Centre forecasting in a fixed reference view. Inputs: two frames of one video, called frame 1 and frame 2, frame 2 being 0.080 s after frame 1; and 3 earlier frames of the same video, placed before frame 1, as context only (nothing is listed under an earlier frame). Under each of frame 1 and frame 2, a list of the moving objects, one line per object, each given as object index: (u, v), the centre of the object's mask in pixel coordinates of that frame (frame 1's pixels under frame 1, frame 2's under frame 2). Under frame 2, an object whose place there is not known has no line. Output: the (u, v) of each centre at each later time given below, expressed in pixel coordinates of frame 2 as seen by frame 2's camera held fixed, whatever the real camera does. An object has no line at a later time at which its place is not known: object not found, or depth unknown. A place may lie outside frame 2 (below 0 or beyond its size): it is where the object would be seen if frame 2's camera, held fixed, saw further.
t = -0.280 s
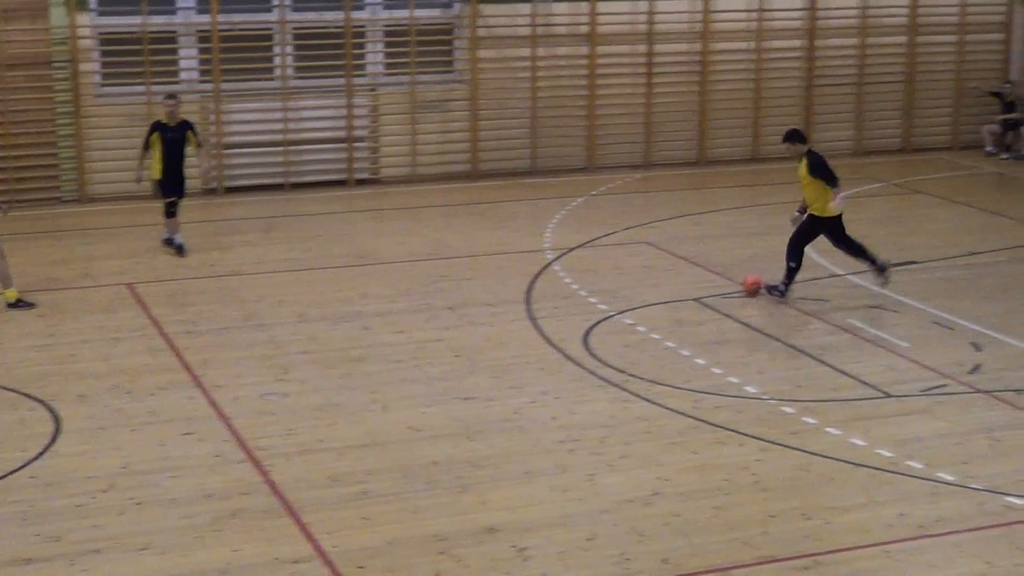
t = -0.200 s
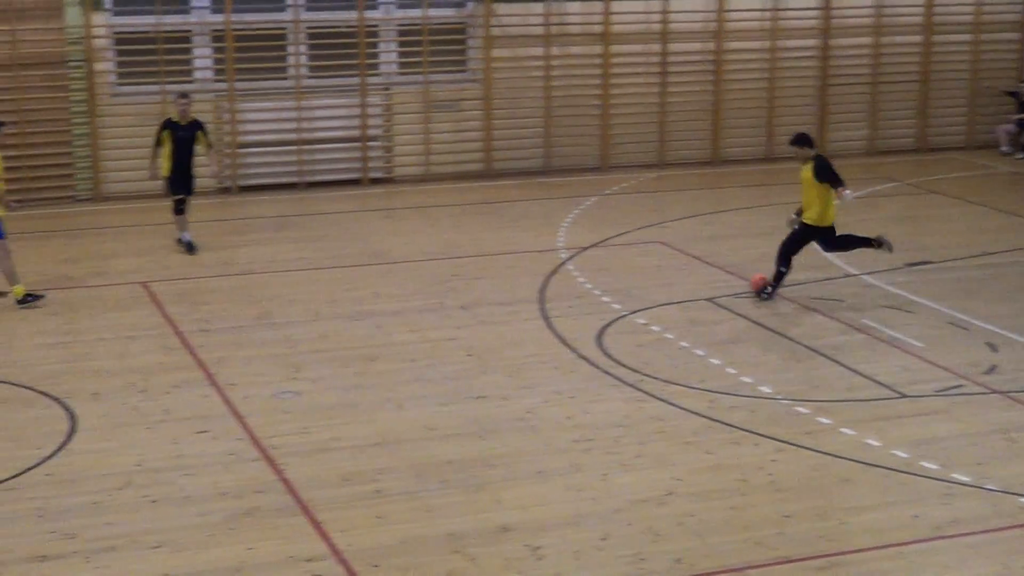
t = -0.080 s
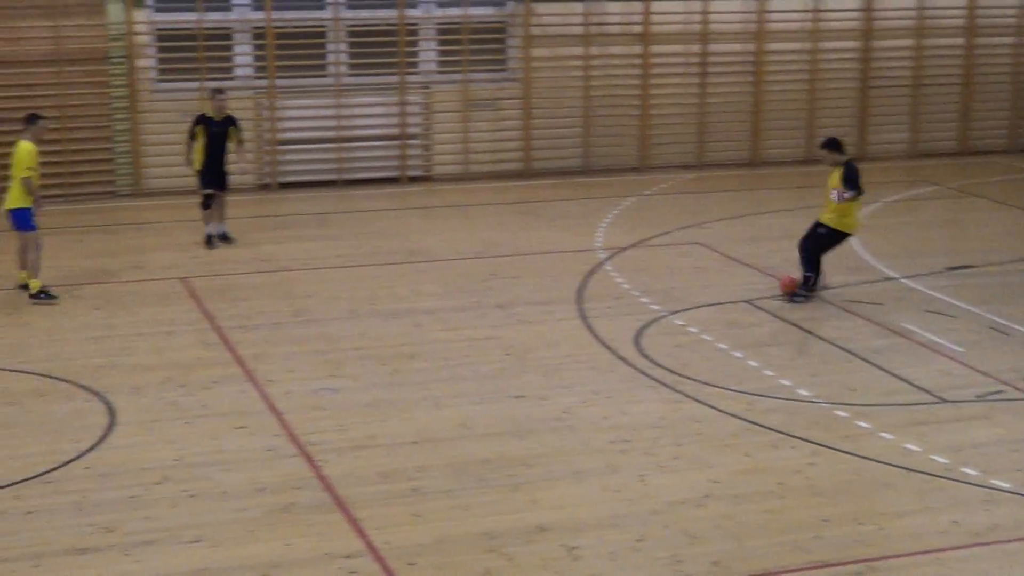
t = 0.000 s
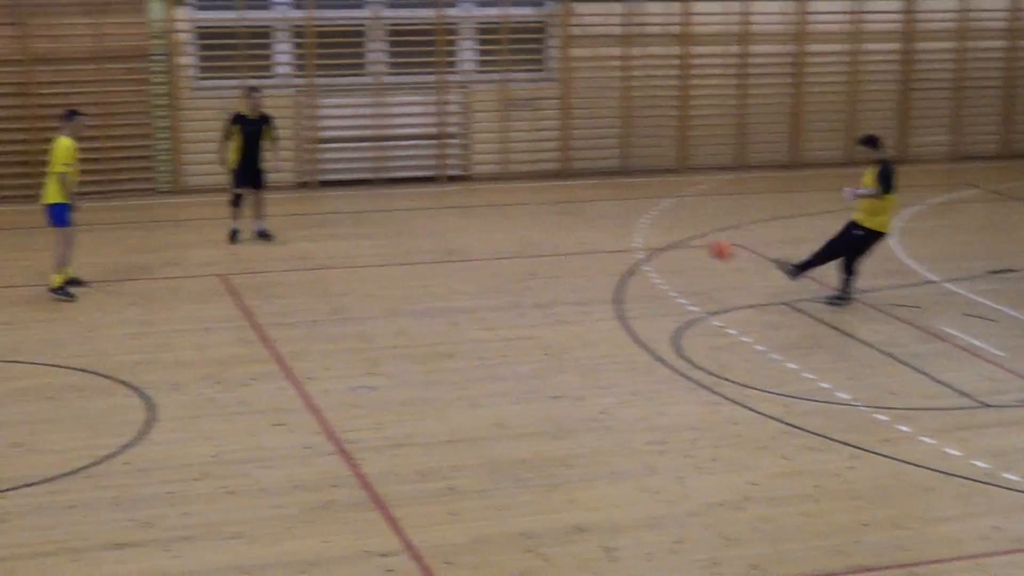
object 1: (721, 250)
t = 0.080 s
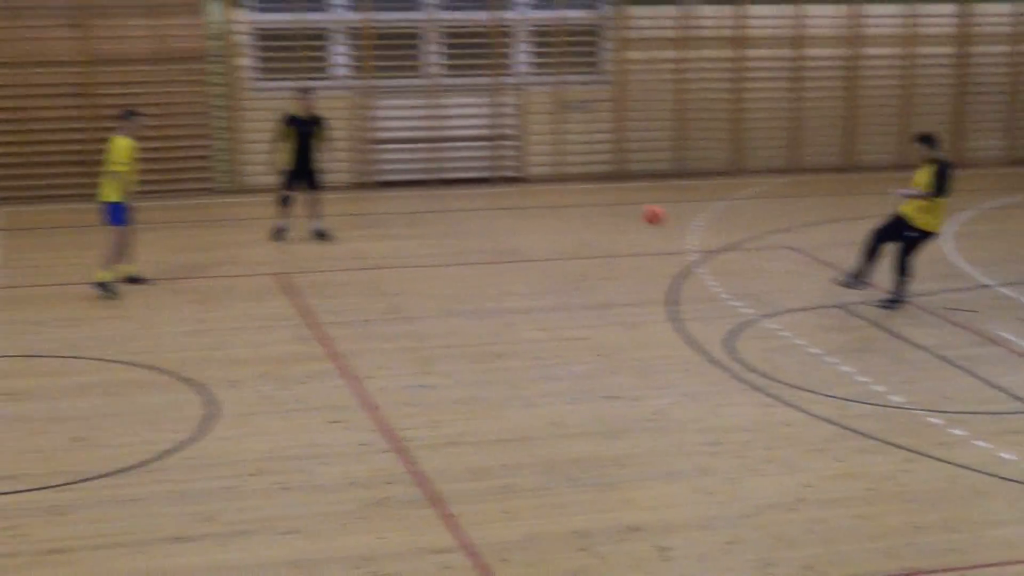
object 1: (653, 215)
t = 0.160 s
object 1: (534, 186)
